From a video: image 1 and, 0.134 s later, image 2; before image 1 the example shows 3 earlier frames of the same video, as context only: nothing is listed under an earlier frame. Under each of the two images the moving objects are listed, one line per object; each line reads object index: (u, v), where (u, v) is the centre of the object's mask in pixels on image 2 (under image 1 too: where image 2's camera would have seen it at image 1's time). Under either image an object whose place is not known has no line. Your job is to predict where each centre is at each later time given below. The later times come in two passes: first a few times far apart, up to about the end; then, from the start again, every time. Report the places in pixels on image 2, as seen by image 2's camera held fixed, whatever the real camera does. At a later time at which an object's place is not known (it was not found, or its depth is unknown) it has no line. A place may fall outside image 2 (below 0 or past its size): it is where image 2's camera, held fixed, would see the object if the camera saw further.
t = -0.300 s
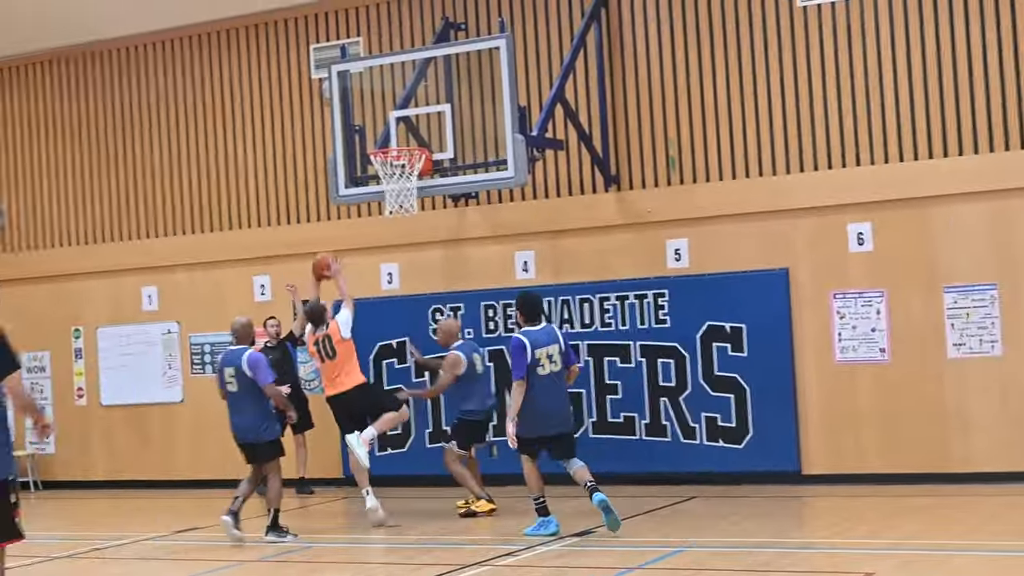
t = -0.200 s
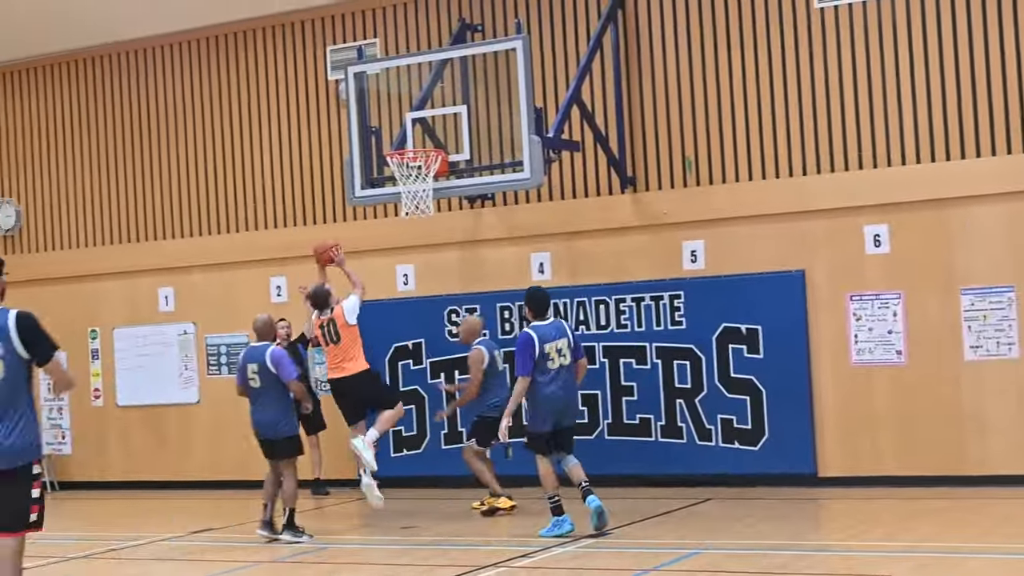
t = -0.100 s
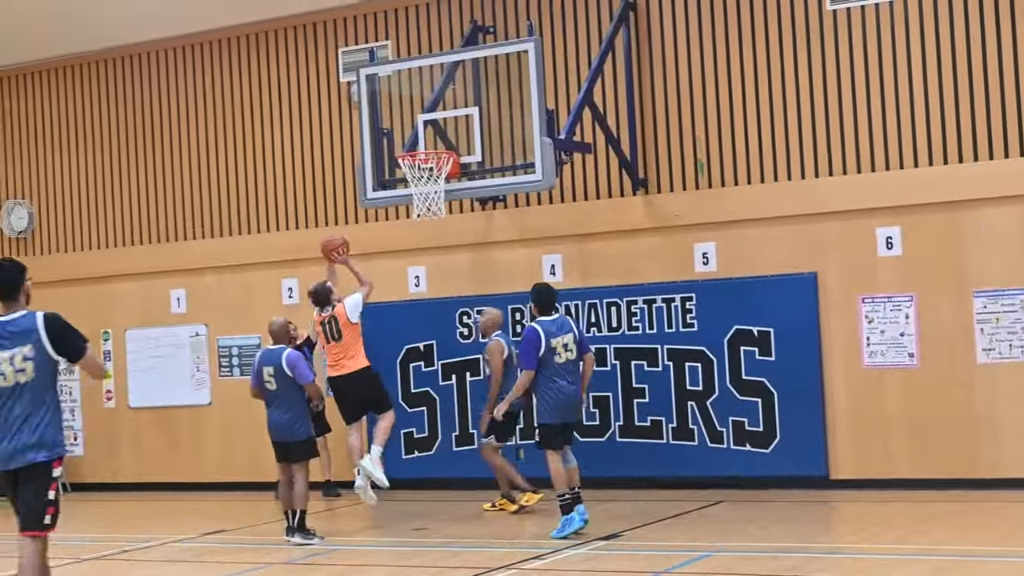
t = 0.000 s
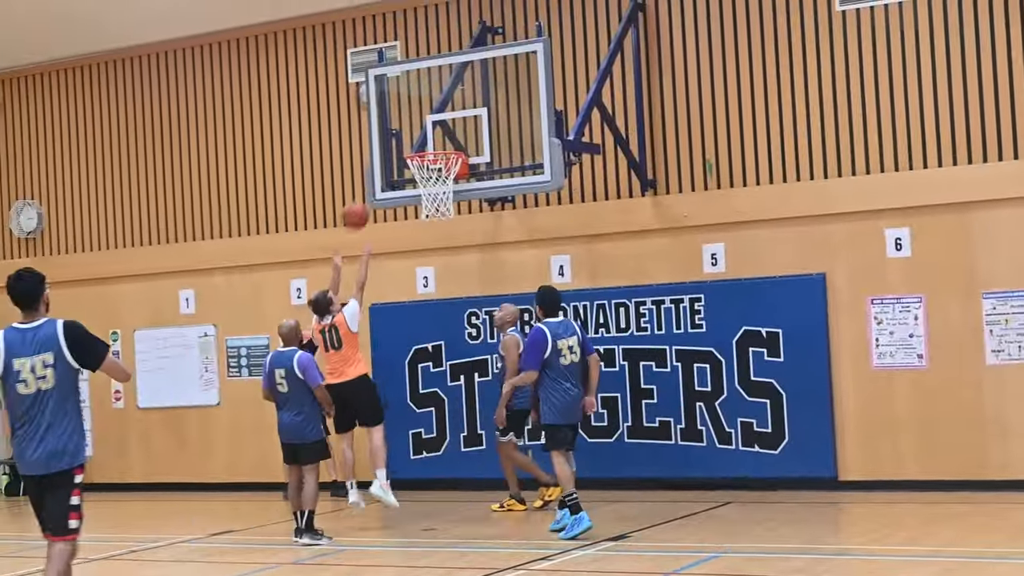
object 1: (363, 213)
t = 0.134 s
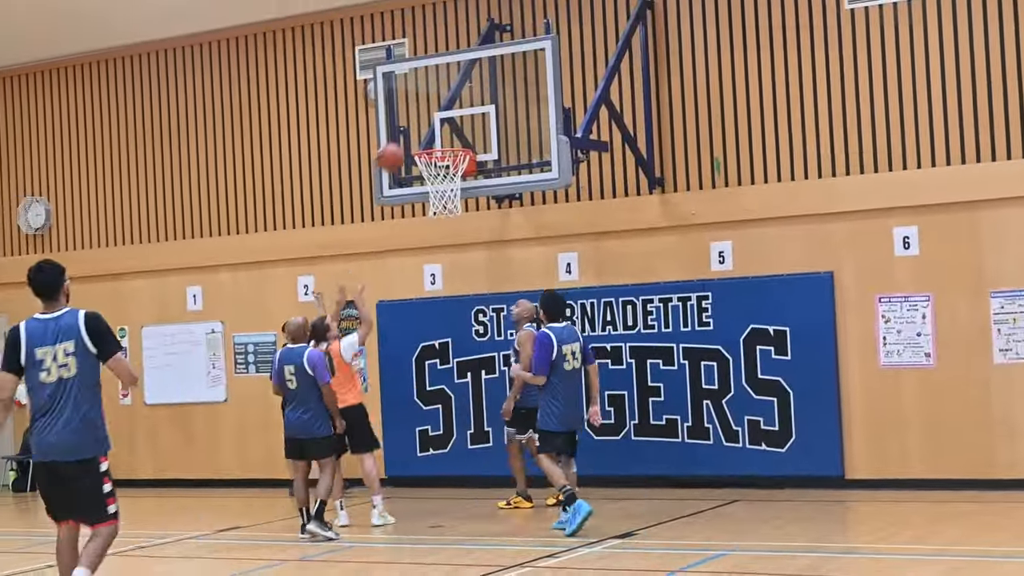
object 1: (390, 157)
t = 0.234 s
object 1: (411, 130)
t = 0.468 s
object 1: (431, 128)
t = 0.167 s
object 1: (397, 146)
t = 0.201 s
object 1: (403, 139)
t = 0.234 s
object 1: (411, 130)
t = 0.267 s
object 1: (418, 123)
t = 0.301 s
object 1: (424, 118)
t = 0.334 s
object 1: (432, 115)
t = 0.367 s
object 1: (432, 116)
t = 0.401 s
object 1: (432, 119)
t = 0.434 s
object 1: (432, 122)
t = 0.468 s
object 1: (431, 128)
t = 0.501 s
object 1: (431, 134)
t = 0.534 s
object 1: (431, 139)
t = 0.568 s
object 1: (431, 144)
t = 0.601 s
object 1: (430, 162)
